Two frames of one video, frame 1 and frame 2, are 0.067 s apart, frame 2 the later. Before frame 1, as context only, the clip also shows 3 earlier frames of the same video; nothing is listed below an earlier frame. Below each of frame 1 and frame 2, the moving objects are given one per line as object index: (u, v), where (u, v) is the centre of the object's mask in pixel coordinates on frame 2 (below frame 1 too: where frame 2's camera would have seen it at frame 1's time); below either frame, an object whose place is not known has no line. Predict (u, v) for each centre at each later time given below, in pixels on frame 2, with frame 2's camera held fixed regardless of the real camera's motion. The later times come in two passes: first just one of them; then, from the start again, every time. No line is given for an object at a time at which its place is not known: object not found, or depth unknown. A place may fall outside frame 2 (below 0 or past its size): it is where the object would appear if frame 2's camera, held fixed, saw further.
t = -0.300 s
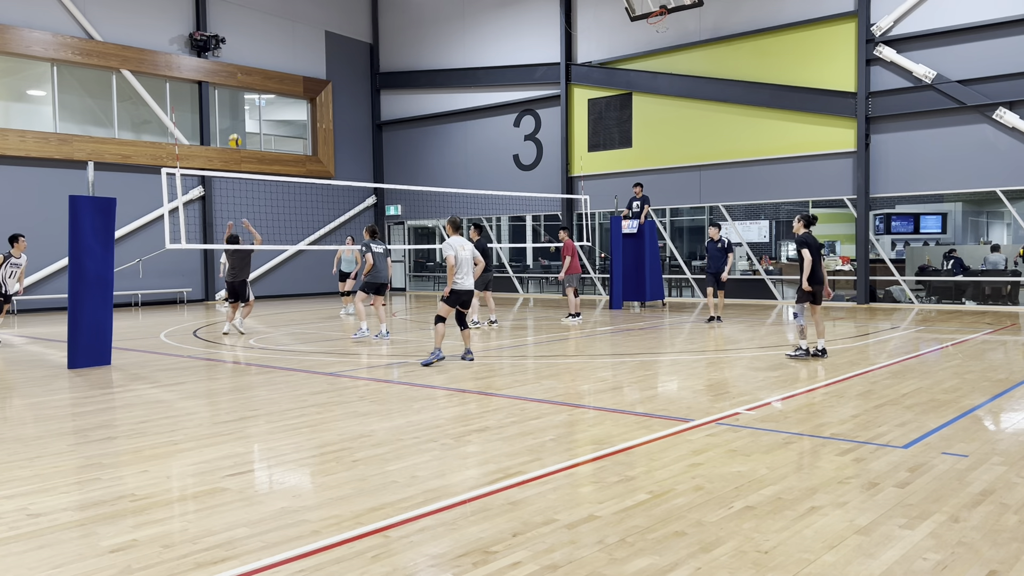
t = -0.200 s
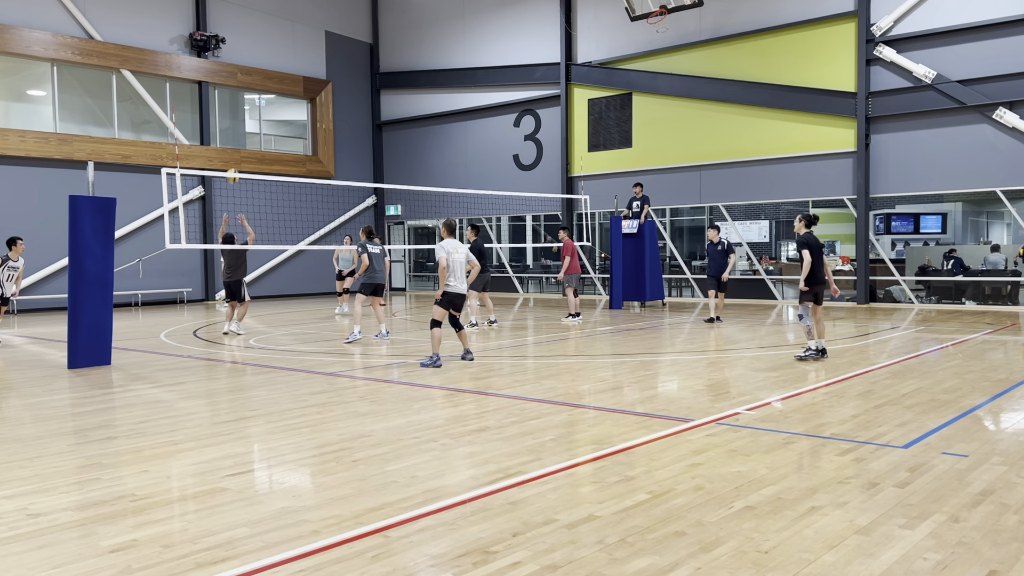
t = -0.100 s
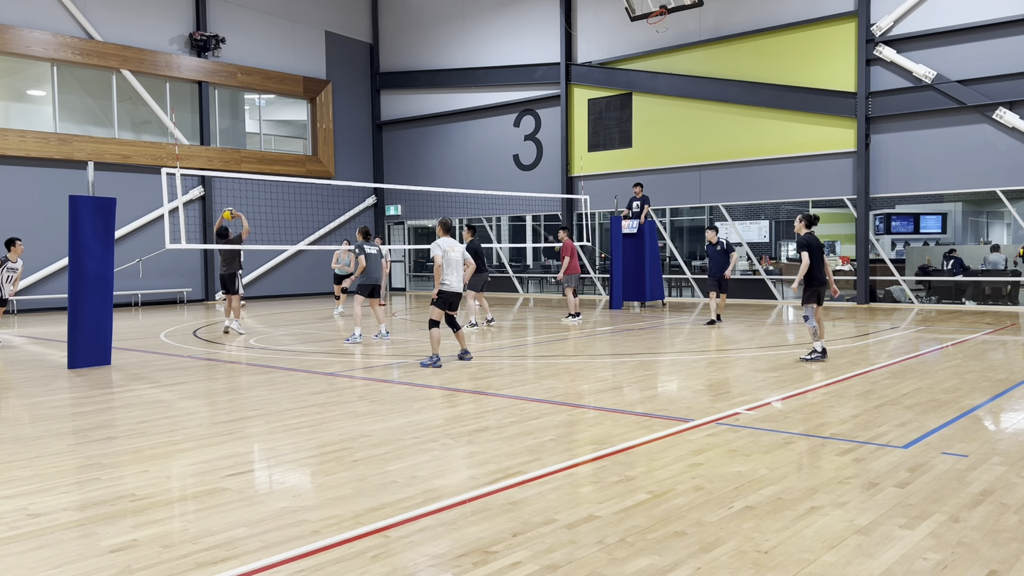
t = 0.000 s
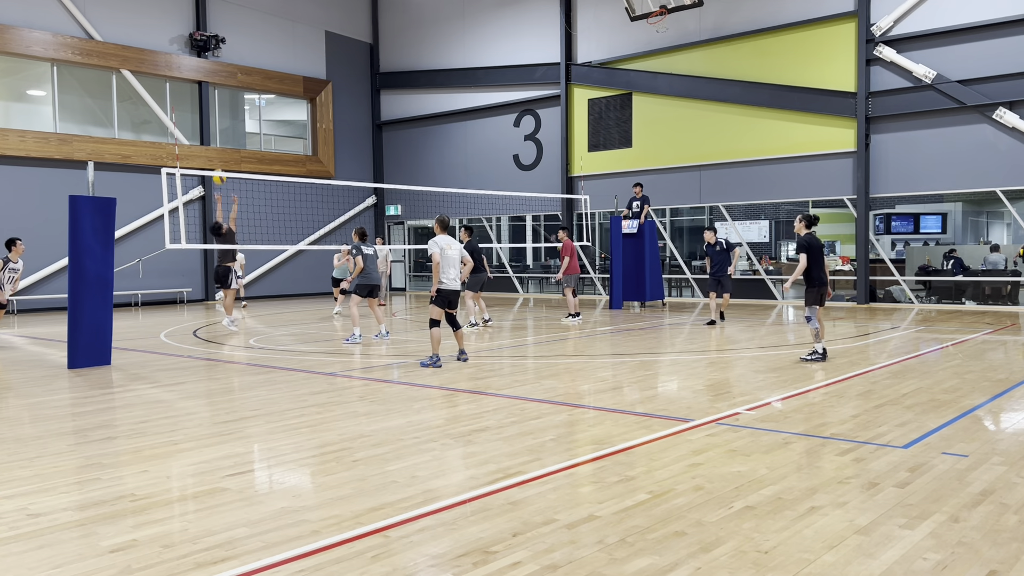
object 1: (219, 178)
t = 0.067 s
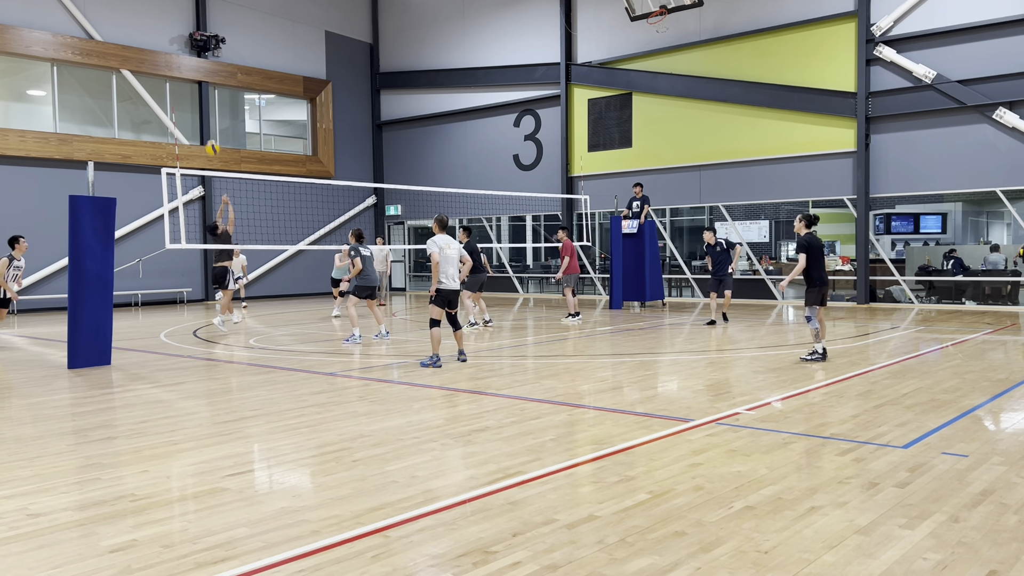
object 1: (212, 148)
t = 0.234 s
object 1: (195, 86)
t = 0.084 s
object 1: (211, 141)
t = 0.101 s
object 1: (209, 134)
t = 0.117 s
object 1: (207, 128)
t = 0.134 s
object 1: (206, 121)
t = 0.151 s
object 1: (204, 115)
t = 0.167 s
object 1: (202, 109)
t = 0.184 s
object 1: (201, 103)
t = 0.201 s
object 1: (199, 97)
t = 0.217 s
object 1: (197, 91)
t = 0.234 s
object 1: (195, 86)
